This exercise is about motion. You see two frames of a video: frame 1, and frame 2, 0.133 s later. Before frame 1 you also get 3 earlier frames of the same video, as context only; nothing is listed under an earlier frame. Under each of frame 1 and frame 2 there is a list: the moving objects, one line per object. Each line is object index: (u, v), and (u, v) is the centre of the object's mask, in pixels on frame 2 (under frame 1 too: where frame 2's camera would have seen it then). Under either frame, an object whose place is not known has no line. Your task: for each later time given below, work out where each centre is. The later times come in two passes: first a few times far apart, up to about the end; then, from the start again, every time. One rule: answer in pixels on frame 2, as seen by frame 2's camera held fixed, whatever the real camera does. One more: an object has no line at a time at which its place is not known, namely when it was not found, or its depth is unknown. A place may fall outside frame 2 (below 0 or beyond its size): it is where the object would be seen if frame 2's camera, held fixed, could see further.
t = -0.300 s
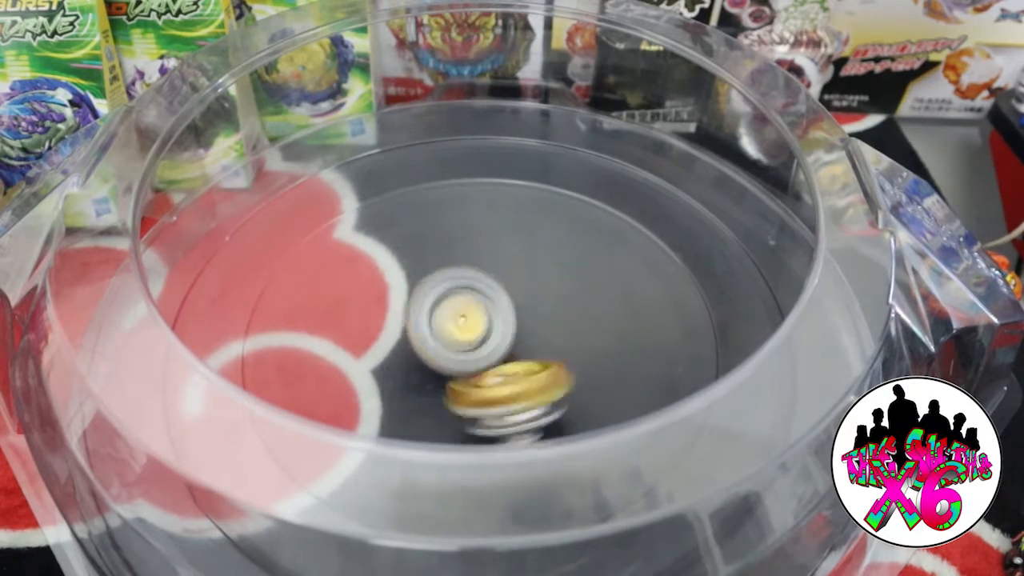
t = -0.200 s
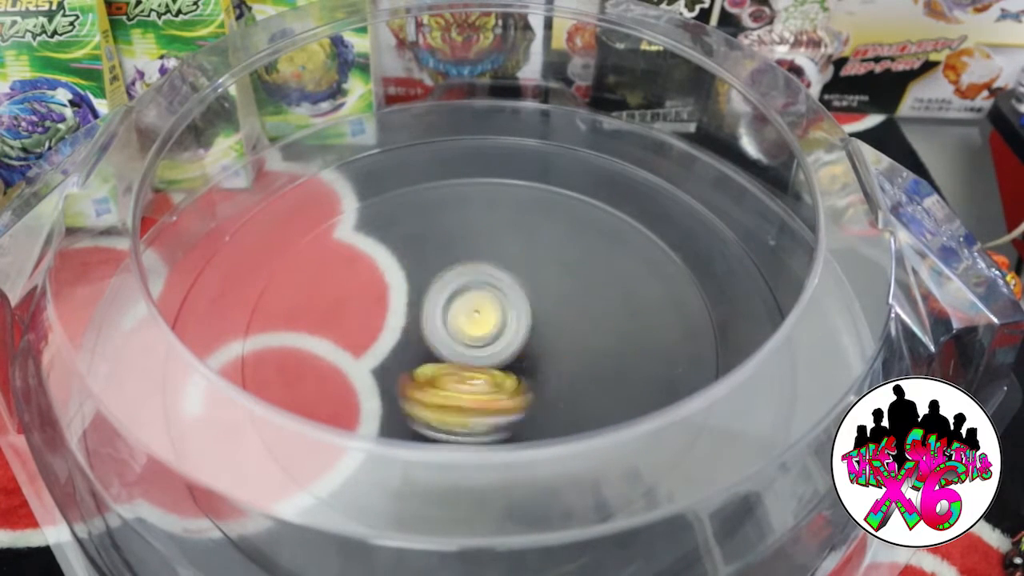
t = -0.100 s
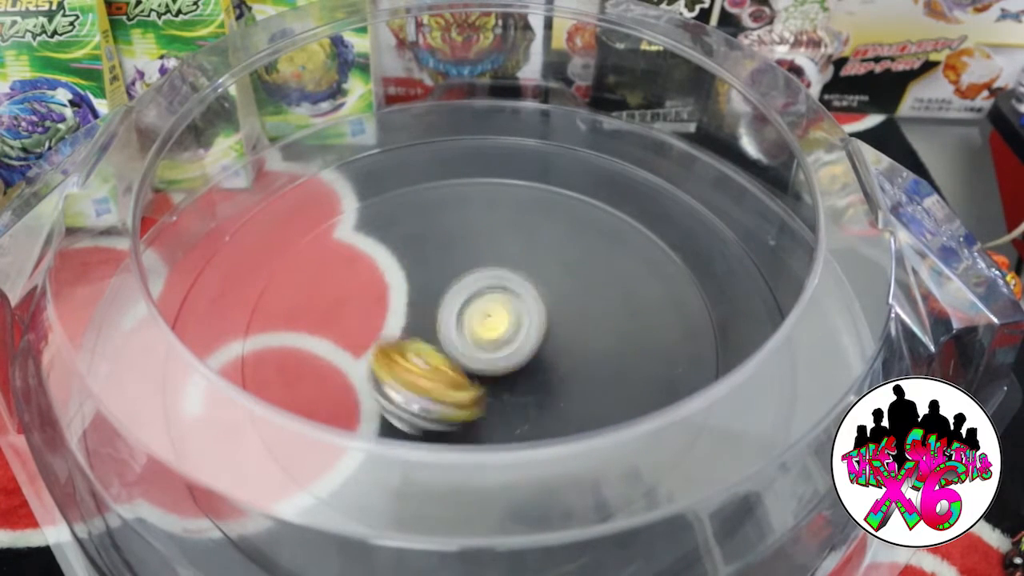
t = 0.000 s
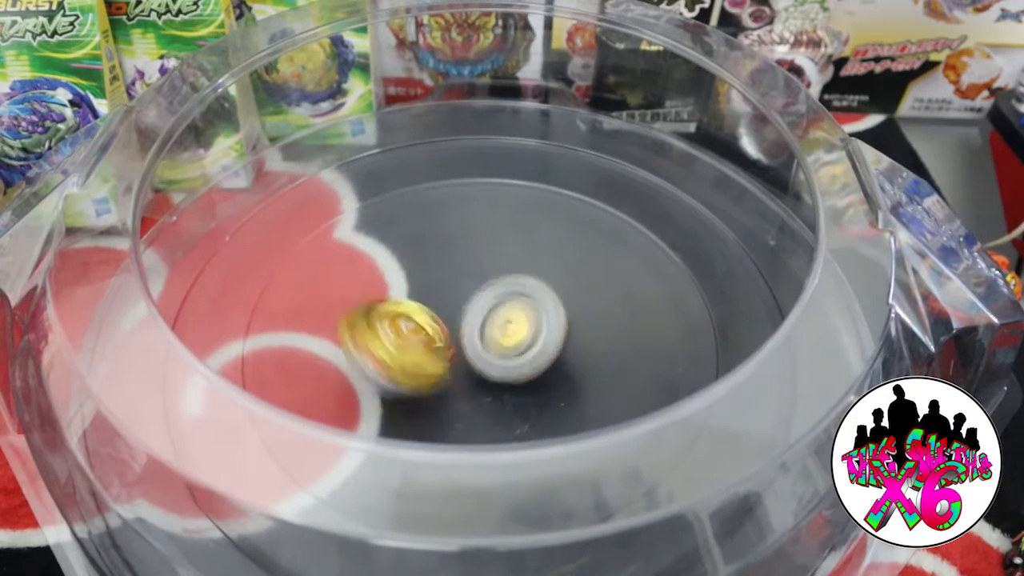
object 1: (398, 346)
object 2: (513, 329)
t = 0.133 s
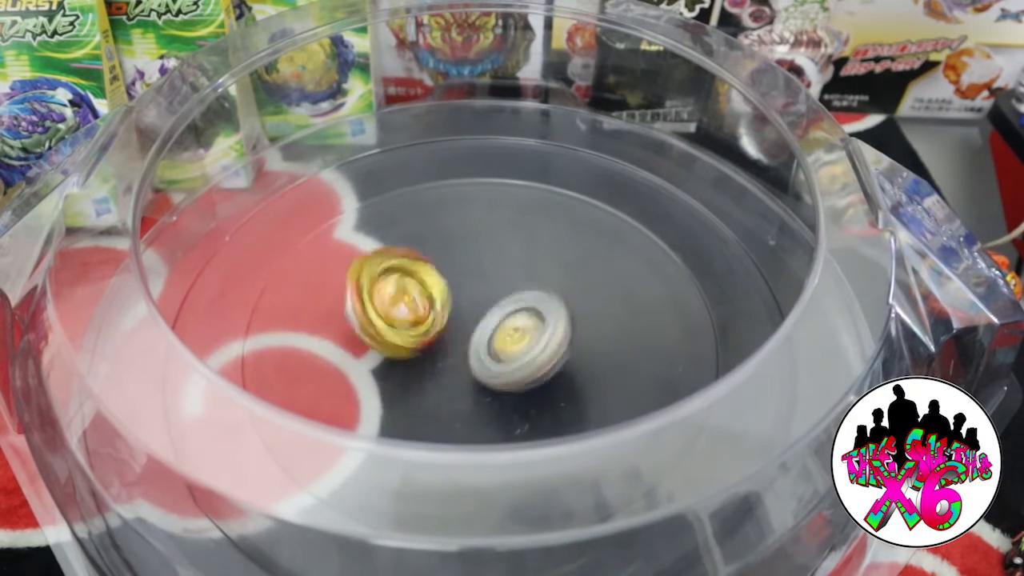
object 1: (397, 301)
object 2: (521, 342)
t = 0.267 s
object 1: (433, 293)
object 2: (506, 355)
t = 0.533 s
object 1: (469, 282)
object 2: (388, 353)
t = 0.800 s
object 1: (501, 310)
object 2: (390, 307)
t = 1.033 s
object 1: (527, 371)
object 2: (443, 310)
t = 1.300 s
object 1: (536, 384)
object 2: (487, 312)
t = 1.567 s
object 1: (525, 381)
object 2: (477, 303)
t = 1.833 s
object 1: (515, 376)
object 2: (476, 297)
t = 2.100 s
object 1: (516, 376)
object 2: (476, 298)
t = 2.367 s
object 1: (516, 376)
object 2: (476, 298)
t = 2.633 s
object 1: (515, 376)
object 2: (476, 298)
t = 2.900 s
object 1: (516, 376)
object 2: (476, 298)
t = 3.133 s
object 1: (516, 376)
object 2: (476, 298)
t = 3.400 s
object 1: (516, 376)
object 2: (476, 298)
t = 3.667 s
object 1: (516, 376)
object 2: (476, 298)
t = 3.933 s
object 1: (516, 376)
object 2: (476, 298)
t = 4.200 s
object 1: (515, 376)
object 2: (476, 298)
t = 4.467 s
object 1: (515, 376)
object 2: (476, 298)
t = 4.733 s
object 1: (516, 376)
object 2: (476, 298)
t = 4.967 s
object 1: (516, 376)
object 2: (476, 298)
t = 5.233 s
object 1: (516, 376)
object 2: (476, 298)
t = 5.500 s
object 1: (516, 376)
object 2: (476, 298)
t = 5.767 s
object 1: (516, 376)
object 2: (476, 298)
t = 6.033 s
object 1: (516, 376)
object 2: (476, 297)
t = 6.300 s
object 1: (516, 376)
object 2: (476, 297)
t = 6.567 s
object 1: (516, 376)
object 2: (476, 297)
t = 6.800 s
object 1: (516, 376)
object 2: (476, 297)
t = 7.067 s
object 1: (516, 376)
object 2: (476, 298)
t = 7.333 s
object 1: (516, 376)
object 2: (476, 298)
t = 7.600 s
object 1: (516, 376)
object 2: (476, 298)
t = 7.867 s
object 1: (516, 376)
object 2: (476, 298)
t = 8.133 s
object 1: (516, 376)
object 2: (476, 298)
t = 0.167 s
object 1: (401, 296)
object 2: (520, 344)
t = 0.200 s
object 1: (411, 292)
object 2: (516, 348)
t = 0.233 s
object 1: (422, 290)
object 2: (511, 352)
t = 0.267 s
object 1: (433, 293)
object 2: (506, 355)
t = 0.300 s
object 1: (442, 293)
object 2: (498, 363)
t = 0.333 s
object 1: (450, 288)
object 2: (484, 367)
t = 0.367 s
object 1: (457, 282)
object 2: (465, 371)
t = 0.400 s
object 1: (466, 277)
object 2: (446, 371)
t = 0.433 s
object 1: (472, 276)
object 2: (427, 370)
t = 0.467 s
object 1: (471, 276)
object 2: (413, 366)
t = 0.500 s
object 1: (470, 278)
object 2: (400, 361)
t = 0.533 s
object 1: (469, 282)
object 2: (388, 353)
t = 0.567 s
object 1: (467, 286)
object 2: (383, 346)
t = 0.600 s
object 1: (464, 289)
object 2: (382, 338)
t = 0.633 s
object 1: (467, 288)
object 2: (377, 329)
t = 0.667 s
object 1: (471, 290)
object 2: (378, 325)
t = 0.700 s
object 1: (477, 293)
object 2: (380, 319)
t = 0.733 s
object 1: (484, 298)
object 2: (382, 314)
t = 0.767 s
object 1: (492, 305)
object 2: (387, 311)
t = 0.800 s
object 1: (501, 310)
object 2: (390, 307)
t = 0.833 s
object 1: (508, 316)
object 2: (394, 305)
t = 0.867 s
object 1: (513, 323)
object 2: (403, 306)
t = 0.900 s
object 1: (519, 332)
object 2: (412, 306)
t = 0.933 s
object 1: (524, 343)
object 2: (420, 304)
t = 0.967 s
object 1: (524, 353)
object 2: (429, 306)
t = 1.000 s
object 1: (525, 364)
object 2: (437, 309)
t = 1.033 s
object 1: (527, 371)
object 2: (443, 310)
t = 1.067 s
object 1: (531, 375)
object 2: (451, 314)
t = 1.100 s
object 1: (534, 379)
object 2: (458, 317)
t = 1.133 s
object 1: (537, 383)
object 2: (465, 317)
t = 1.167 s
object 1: (539, 384)
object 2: (473, 316)
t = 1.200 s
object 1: (539, 383)
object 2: (479, 316)
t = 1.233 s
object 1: (538, 385)
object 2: (484, 315)
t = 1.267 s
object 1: (537, 385)
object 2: (486, 313)
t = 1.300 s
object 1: (536, 384)
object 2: (487, 312)
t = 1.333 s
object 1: (535, 384)
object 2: (485, 311)
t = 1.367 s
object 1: (533, 383)
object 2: (483, 310)
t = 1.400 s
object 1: (533, 382)
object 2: (482, 309)
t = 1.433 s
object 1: (531, 382)
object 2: (480, 308)
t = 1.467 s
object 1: (530, 382)
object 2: (479, 307)
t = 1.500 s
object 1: (528, 381)
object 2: (478, 305)
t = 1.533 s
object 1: (526, 381)
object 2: (478, 304)
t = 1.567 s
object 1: (525, 381)
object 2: (477, 303)
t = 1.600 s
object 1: (523, 381)
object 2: (477, 302)
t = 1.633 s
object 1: (521, 381)
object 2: (477, 301)
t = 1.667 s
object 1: (520, 380)
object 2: (476, 300)
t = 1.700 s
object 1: (518, 379)
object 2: (476, 299)
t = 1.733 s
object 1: (516, 377)
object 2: (477, 297)
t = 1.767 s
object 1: (515, 376)
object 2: (477, 297)
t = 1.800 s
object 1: (514, 376)
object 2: (477, 297)
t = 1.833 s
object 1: (515, 376)
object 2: (476, 297)
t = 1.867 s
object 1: (515, 376)
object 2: (476, 298)
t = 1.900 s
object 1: (516, 376)
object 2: (476, 298)
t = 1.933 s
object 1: (516, 376)
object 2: (476, 298)
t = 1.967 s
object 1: (516, 376)
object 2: (476, 298)
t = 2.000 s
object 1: (516, 376)
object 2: (476, 298)
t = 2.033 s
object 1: (515, 376)
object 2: (476, 298)
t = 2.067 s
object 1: (515, 376)
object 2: (476, 298)
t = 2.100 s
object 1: (516, 376)
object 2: (476, 298)
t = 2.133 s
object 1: (516, 376)
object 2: (476, 298)
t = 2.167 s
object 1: (515, 376)
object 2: (476, 298)
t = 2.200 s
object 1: (515, 376)
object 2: (476, 298)
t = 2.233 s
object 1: (515, 376)
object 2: (476, 298)
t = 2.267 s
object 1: (515, 376)
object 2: (476, 298)
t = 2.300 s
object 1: (515, 376)
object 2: (476, 298)
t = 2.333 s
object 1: (516, 376)
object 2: (476, 298)
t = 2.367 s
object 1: (516, 376)
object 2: (476, 298)
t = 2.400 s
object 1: (515, 376)
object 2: (476, 298)
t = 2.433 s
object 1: (515, 376)
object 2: (476, 298)
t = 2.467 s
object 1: (516, 376)
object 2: (476, 298)
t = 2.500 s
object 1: (516, 376)
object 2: (476, 298)
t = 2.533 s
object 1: (516, 376)
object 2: (476, 298)
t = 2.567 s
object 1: (515, 376)
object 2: (476, 298)
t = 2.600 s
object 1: (515, 376)
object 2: (476, 298)
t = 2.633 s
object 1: (515, 376)
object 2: (476, 298)
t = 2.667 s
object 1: (515, 376)
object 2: (476, 298)
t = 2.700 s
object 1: (515, 376)
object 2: (476, 298)
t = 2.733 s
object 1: (515, 376)
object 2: (476, 298)
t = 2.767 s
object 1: (515, 376)
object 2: (476, 298)
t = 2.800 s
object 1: (515, 376)
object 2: (476, 298)
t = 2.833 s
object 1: (515, 376)
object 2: (476, 298)
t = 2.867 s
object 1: (516, 376)
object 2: (476, 298)
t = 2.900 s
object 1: (516, 376)
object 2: (476, 298)
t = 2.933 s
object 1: (516, 376)
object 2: (476, 298)
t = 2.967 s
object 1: (516, 376)
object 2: (476, 298)
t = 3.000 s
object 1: (516, 376)
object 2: (476, 298)
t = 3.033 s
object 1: (516, 376)
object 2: (476, 298)
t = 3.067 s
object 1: (516, 376)
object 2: (476, 298)
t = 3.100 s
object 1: (516, 376)
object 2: (476, 298)
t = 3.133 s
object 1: (516, 376)
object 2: (476, 298)
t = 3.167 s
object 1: (516, 376)
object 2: (476, 298)
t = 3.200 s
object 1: (516, 376)
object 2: (476, 298)
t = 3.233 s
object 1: (516, 376)
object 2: (476, 298)
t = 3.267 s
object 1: (516, 376)
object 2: (476, 298)
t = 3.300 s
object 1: (516, 376)
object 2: (476, 298)
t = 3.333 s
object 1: (516, 376)
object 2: (476, 298)
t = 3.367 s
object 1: (516, 376)
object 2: (476, 298)
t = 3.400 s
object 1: (516, 376)
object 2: (476, 298)
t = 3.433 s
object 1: (516, 376)
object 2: (476, 298)
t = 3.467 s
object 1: (516, 376)
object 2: (476, 298)
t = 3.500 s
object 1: (516, 376)
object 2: (476, 298)
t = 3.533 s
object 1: (516, 376)
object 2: (476, 298)
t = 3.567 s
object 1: (516, 376)
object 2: (476, 298)
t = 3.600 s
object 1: (516, 376)
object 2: (476, 298)
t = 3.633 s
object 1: (516, 376)
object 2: (476, 298)
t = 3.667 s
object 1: (516, 376)
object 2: (476, 298)
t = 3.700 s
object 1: (516, 376)
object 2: (476, 298)
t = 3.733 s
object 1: (516, 376)
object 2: (476, 298)
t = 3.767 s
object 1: (516, 376)
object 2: (476, 298)
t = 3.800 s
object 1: (516, 376)
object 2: (476, 298)
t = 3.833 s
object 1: (516, 376)
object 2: (476, 298)
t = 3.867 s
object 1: (516, 376)
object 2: (476, 298)
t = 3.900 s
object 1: (516, 376)
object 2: (476, 298)
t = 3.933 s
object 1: (516, 376)
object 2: (476, 298)
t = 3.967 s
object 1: (516, 376)
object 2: (476, 298)
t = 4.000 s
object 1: (515, 376)
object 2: (476, 298)
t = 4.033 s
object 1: (515, 376)
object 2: (476, 298)
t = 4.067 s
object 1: (515, 376)
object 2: (476, 298)
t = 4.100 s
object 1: (515, 376)
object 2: (476, 298)
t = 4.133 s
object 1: (515, 376)
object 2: (476, 298)
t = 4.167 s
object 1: (515, 376)
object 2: (476, 298)
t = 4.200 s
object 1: (515, 376)
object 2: (476, 298)
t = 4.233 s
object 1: (515, 376)
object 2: (476, 298)
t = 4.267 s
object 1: (515, 376)
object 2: (476, 298)
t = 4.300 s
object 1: (515, 376)
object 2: (476, 298)
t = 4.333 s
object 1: (515, 376)
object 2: (476, 298)
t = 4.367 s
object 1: (515, 376)
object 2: (476, 298)
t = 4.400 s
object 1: (515, 376)
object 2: (476, 298)
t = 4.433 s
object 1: (515, 376)
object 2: (476, 298)
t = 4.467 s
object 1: (515, 376)
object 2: (476, 298)
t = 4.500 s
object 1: (515, 376)
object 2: (476, 298)
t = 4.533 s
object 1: (515, 376)
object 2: (476, 298)
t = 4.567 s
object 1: (515, 376)
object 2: (476, 298)
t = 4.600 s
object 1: (516, 376)
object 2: (476, 298)
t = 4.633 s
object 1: (516, 376)
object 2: (476, 298)
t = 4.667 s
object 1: (516, 376)
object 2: (476, 298)
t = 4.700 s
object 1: (516, 376)
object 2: (476, 298)
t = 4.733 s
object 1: (516, 376)
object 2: (476, 298)
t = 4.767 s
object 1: (516, 376)
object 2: (476, 298)
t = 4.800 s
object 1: (516, 376)
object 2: (476, 298)
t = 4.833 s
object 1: (516, 376)
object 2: (476, 298)
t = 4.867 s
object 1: (516, 376)
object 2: (476, 298)
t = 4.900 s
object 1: (516, 376)
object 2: (476, 298)
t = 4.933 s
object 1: (516, 376)
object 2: (476, 298)
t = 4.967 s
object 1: (516, 376)
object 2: (476, 298)
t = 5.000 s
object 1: (516, 376)
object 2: (476, 298)
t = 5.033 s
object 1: (516, 376)
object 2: (476, 298)
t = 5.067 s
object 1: (516, 376)
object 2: (476, 298)
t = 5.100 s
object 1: (516, 376)
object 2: (476, 298)
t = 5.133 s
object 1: (516, 376)
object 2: (476, 298)
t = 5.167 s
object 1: (516, 376)
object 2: (476, 298)
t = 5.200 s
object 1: (516, 376)
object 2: (476, 298)
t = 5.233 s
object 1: (516, 376)
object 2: (476, 298)
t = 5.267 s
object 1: (516, 376)
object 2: (476, 298)
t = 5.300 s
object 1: (516, 376)
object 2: (476, 298)
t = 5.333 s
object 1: (516, 376)
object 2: (476, 298)
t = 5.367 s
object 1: (516, 376)
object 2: (476, 298)
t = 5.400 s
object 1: (516, 376)
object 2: (476, 298)
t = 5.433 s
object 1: (515, 376)
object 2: (476, 298)
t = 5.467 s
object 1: (515, 376)
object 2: (476, 298)
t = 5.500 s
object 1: (516, 376)
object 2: (476, 298)
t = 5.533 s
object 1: (516, 376)
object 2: (476, 298)
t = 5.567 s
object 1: (516, 376)
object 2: (476, 298)
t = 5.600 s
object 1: (516, 376)
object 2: (476, 298)
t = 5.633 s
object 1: (516, 376)
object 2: (476, 298)
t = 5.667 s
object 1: (516, 376)
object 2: (476, 298)
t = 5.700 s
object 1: (516, 376)
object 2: (476, 298)
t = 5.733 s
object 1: (516, 376)
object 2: (476, 298)
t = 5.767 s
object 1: (516, 376)
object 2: (476, 298)
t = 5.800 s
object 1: (516, 376)
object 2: (476, 298)
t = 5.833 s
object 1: (516, 376)
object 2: (476, 298)
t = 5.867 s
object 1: (516, 376)
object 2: (476, 298)
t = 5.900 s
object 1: (516, 376)
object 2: (476, 297)
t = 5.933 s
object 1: (516, 376)
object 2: (476, 298)
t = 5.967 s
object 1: (516, 376)
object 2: (476, 297)
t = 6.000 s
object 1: (516, 376)
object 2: (476, 297)
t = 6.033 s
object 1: (516, 376)
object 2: (476, 297)
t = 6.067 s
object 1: (516, 376)
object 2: (476, 297)
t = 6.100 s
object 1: (516, 376)
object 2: (476, 297)
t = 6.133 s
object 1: (516, 376)
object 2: (476, 297)
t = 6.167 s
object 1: (516, 376)
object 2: (476, 297)
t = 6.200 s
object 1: (516, 376)
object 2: (476, 297)
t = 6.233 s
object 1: (516, 376)
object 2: (476, 297)
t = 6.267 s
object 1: (516, 376)
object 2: (476, 297)
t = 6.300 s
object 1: (516, 376)
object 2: (476, 297)
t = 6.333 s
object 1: (516, 376)
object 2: (476, 298)
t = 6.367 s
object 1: (516, 376)
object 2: (476, 298)
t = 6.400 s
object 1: (516, 376)
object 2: (476, 297)
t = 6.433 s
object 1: (516, 376)
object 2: (476, 297)
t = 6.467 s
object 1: (516, 376)
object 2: (476, 297)
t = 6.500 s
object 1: (516, 376)
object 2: (476, 297)
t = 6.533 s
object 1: (516, 376)
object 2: (476, 298)
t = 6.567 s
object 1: (516, 376)
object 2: (476, 297)
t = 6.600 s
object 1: (516, 376)
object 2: (476, 297)
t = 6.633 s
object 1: (516, 376)
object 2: (476, 297)
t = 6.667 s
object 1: (516, 376)
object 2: (476, 298)
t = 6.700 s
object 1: (516, 376)
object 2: (476, 297)
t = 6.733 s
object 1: (516, 376)
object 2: (476, 297)
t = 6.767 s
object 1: (516, 376)
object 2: (476, 297)
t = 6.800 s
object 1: (516, 376)
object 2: (476, 297)
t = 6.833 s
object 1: (516, 376)
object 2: (476, 297)
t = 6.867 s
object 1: (516, 376)
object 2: (476, 297)
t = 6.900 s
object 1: (516, 376)
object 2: (476, 297)
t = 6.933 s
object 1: (516, 376)
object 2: (476, 297)
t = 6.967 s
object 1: (516, 376)
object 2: (476, 297)
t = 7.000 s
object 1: (516, 376)
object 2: (476, 297)
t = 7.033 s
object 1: (516, 376)
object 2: (476, 298)
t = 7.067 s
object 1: (516, 376)
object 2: (476, 298)
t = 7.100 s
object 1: (516, 376)
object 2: (476, 298)
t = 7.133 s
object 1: (516, 376)
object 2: (476, 298)
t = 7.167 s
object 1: (516, 376)
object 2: (476, 298)
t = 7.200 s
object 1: (516, 376)
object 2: (476, 298)
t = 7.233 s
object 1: (516, 376)
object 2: (476, 298)
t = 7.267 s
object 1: (516, 376)
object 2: (476, 298)
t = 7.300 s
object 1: (516, 376)
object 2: (476, 298)
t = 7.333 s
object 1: (516, 376)
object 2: (476, 298)
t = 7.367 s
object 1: (516, 376)
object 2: (476, 298)
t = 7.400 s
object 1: (516, 376)
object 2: (476, 298)
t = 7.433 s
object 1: (516, 376)
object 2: (476, 298)
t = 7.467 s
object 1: (516, 376)
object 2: (476, 298)
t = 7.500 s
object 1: (516, 376)
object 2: (476, 298)
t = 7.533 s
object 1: (516, 376)
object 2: (476, 298)
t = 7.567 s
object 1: (516, 376)
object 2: (476, 298)
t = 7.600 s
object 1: (516, 376)
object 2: (476, 298)
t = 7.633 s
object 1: (516, 376)
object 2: (476, 298)
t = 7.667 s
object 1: (516, 376)
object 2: (476, 298)
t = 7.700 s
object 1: (516, 376)
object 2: (476, 298)
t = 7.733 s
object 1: (516, 376)
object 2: (476, 298)
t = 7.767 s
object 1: (516, 376)
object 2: (476, 298)
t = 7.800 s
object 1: (516, 376)
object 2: (476, 298)
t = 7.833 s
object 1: (516, 376)
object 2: (476, 298)
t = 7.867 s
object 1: (516, 376)
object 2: (476, 298)
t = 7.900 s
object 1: (516, 376)
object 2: (476, 298)
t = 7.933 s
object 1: (516, 376)
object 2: (476, 298)
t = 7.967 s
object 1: (516, 376)
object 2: (476, 298)
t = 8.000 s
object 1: (516, 376)
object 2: (476, 298)
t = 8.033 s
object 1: (516, 376)
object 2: (476, 298)
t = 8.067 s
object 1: (516, 376)
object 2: (476, 298)
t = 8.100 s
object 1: (516, 376)
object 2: (476, 298)
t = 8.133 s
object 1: (516, 376)
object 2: (476, 298)
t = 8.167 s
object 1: (516, 376)
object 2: (476, 298)
